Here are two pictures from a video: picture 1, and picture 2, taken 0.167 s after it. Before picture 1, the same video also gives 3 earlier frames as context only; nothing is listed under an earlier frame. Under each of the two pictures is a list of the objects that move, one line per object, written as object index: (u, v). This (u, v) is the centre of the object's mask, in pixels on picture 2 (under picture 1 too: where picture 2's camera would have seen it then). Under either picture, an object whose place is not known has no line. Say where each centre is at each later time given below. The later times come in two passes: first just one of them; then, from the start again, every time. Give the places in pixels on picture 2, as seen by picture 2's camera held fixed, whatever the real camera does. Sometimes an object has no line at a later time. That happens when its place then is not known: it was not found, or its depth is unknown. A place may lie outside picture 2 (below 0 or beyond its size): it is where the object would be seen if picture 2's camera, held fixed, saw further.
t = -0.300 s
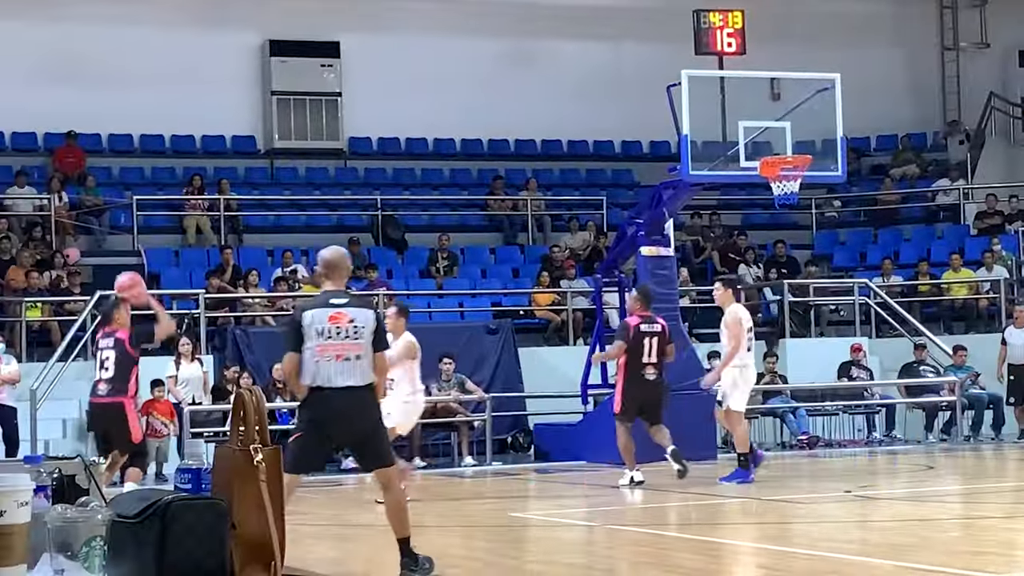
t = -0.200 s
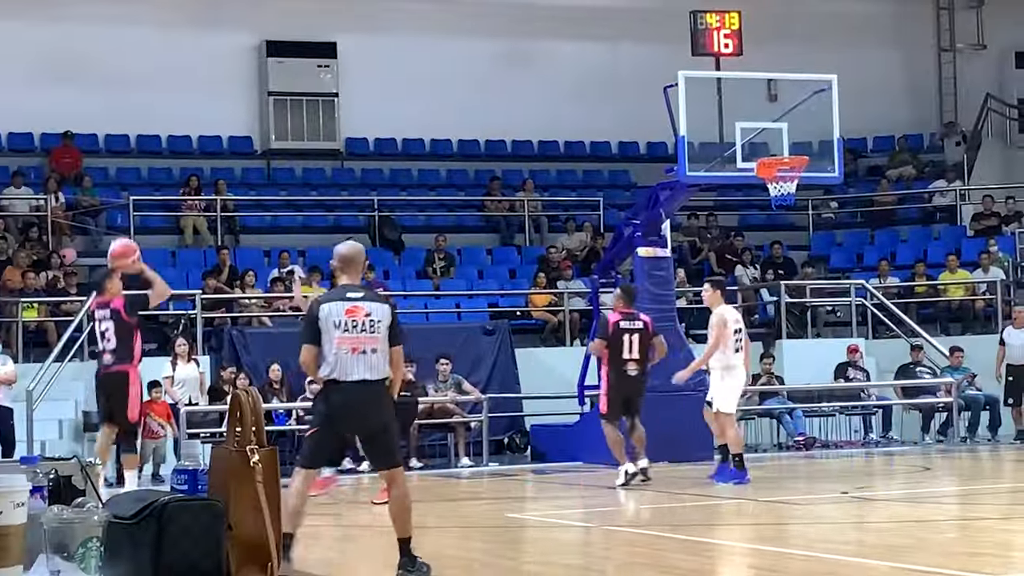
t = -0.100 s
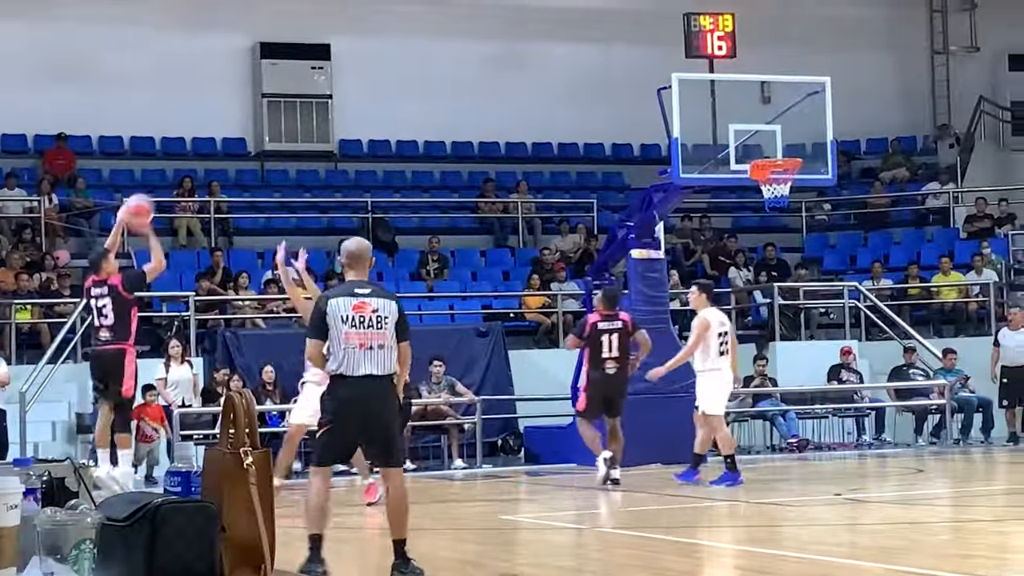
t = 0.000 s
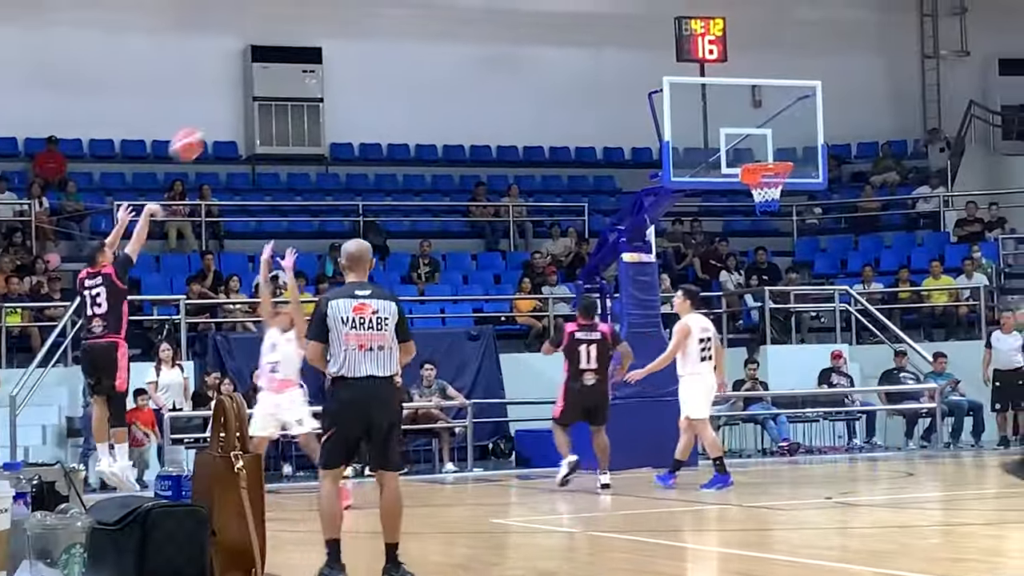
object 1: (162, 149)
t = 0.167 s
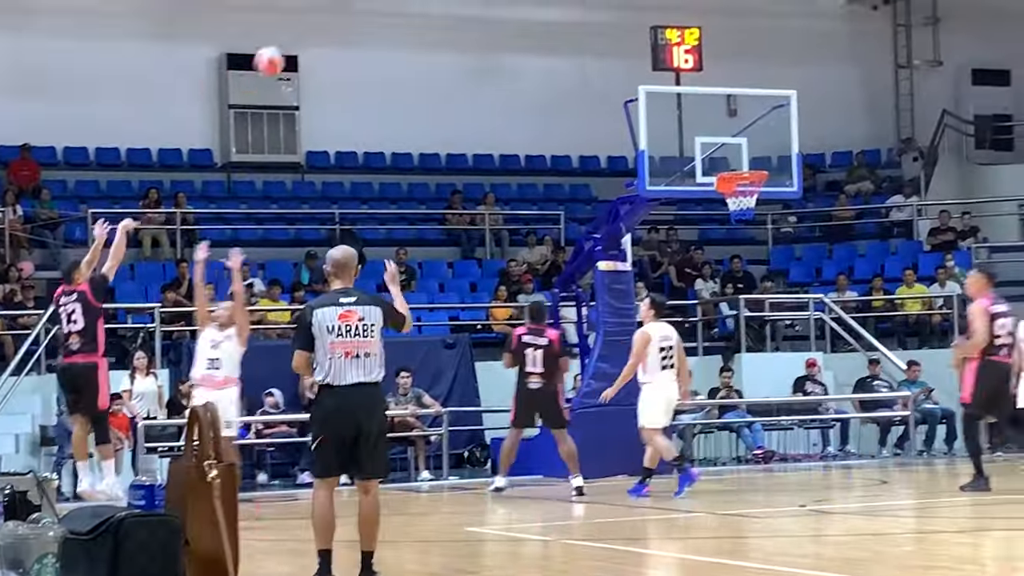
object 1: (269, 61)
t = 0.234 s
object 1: (308, 36)
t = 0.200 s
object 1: (288, 49)
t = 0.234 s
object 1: (308, 36)
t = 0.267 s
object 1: (327, 26)
